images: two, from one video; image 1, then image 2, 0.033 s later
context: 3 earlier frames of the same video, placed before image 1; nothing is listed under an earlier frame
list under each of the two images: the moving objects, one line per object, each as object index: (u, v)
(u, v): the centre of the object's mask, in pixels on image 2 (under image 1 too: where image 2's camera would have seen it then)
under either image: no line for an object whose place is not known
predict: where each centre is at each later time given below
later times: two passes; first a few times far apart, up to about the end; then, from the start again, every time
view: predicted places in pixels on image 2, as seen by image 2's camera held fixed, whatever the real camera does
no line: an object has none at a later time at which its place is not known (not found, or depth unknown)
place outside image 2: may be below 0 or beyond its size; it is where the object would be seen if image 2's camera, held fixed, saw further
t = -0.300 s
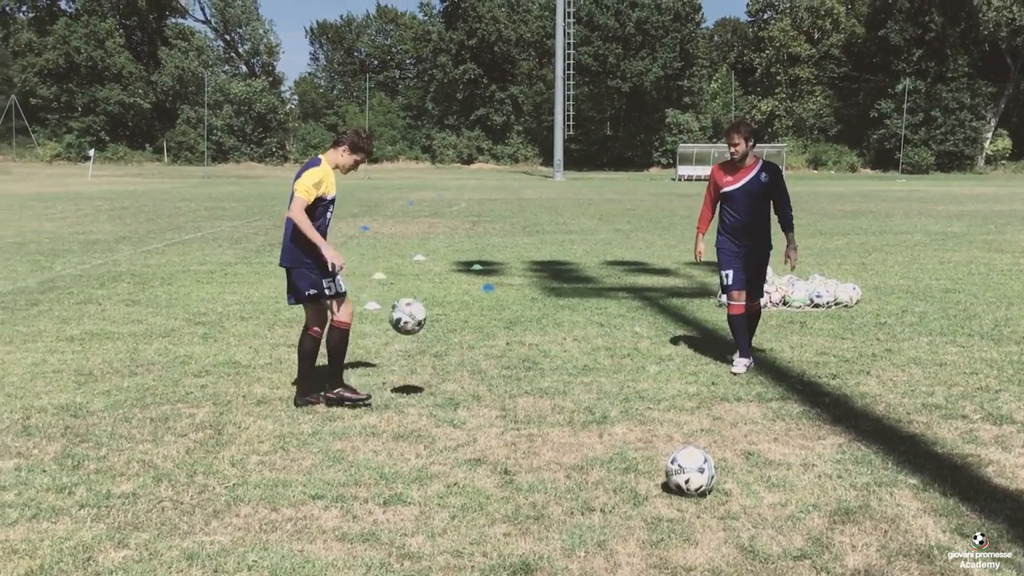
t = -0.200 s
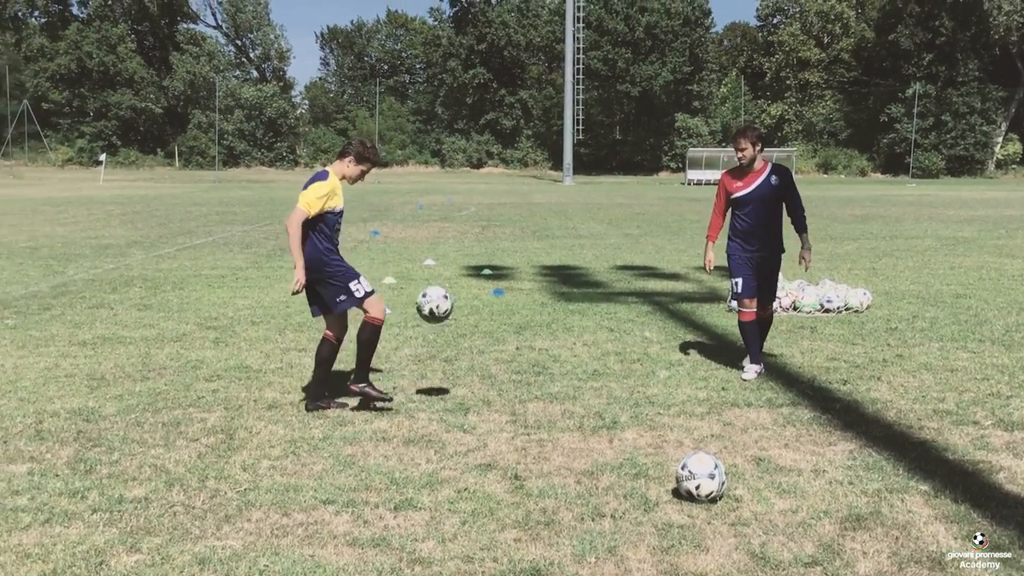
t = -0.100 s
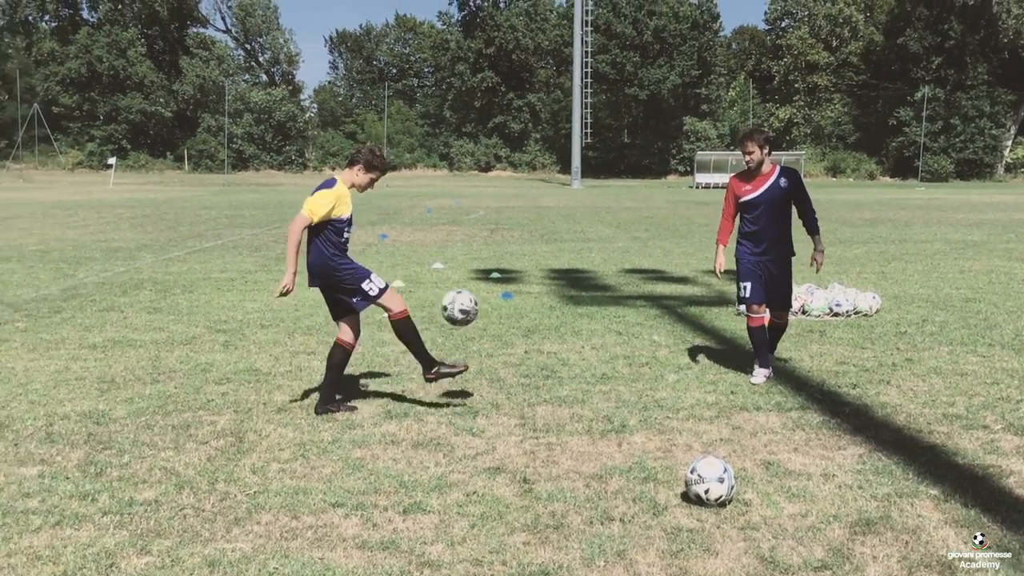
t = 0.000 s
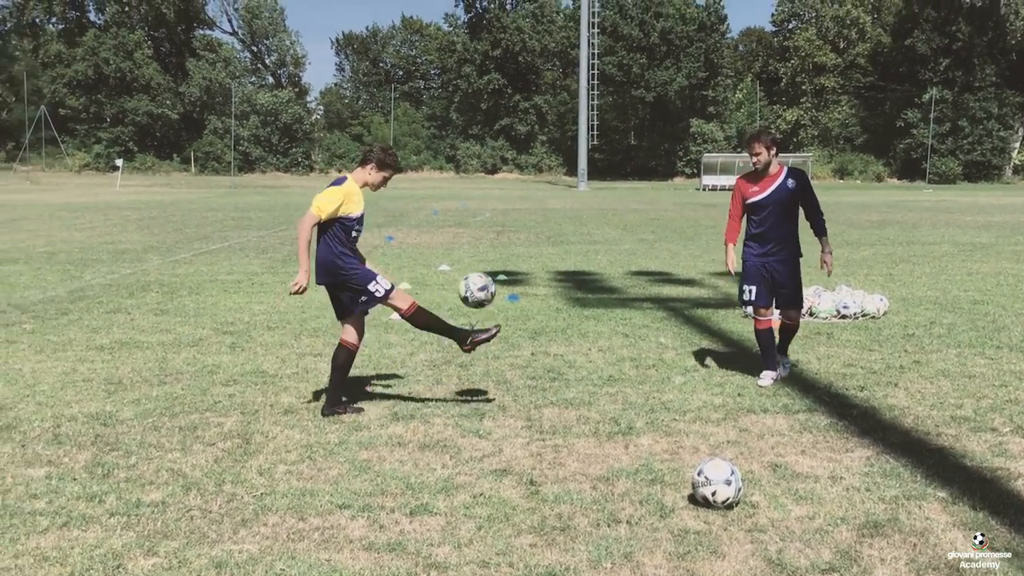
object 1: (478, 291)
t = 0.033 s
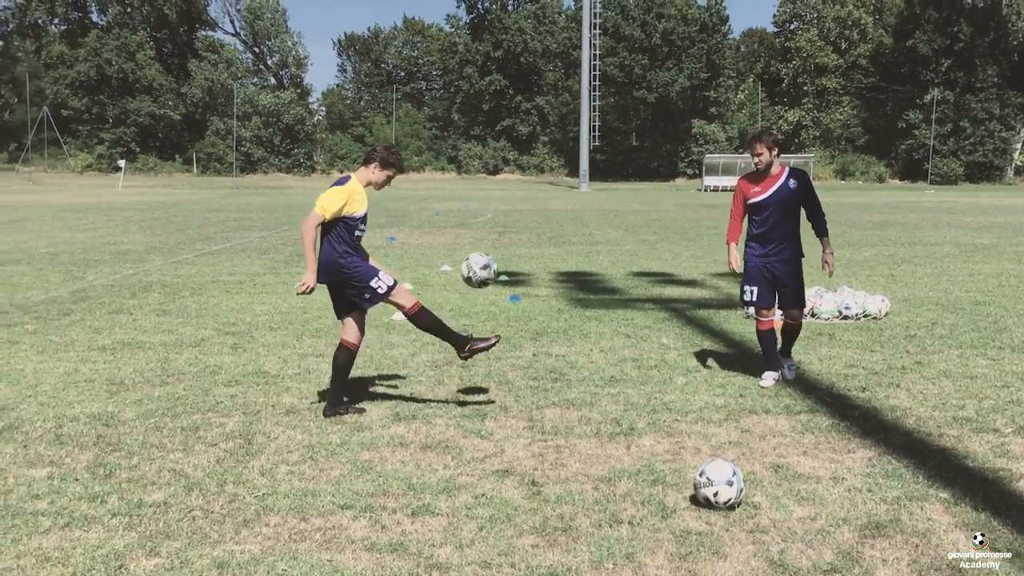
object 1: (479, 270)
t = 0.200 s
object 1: (481, 191)
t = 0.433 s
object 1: (484, 155)
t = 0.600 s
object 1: (482, 183)
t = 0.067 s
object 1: (480, 251)
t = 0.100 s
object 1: (480, 233)
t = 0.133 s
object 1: (480, 217)
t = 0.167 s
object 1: (481, 204)
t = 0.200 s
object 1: (481, 191)
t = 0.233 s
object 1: (481, 180)
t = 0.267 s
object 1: (482, 171)
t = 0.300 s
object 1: (482, 164)
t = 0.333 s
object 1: (483, 159)
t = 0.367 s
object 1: (484, 156)
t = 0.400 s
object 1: (484, 155)
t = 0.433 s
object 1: (484, 155)
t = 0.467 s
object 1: (484, 156)
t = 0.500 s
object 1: (483, 160)
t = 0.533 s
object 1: (483, 166)
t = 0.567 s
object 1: (482, 174)
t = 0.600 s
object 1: (482, 183)
